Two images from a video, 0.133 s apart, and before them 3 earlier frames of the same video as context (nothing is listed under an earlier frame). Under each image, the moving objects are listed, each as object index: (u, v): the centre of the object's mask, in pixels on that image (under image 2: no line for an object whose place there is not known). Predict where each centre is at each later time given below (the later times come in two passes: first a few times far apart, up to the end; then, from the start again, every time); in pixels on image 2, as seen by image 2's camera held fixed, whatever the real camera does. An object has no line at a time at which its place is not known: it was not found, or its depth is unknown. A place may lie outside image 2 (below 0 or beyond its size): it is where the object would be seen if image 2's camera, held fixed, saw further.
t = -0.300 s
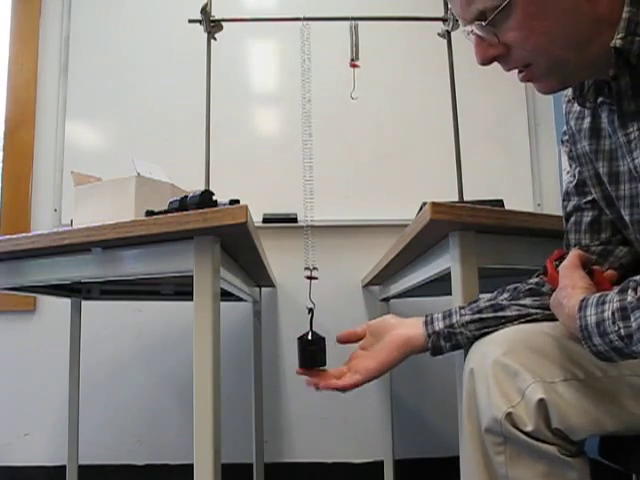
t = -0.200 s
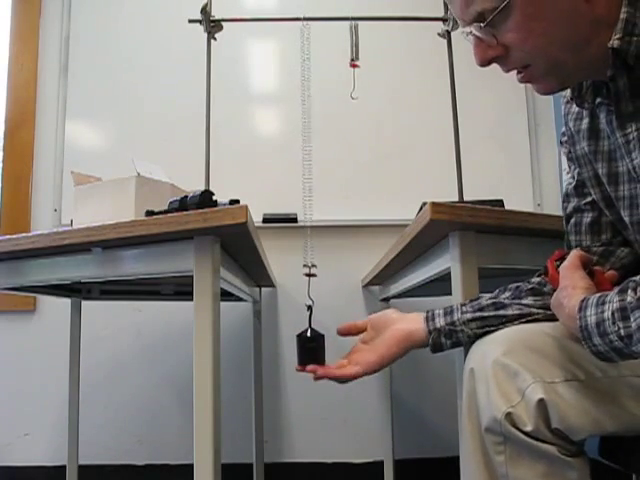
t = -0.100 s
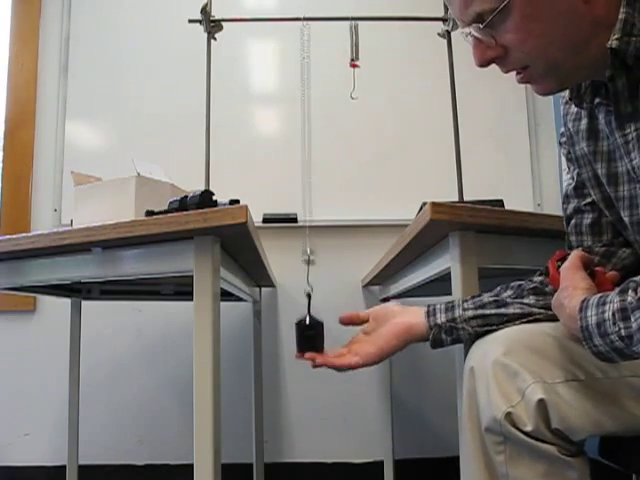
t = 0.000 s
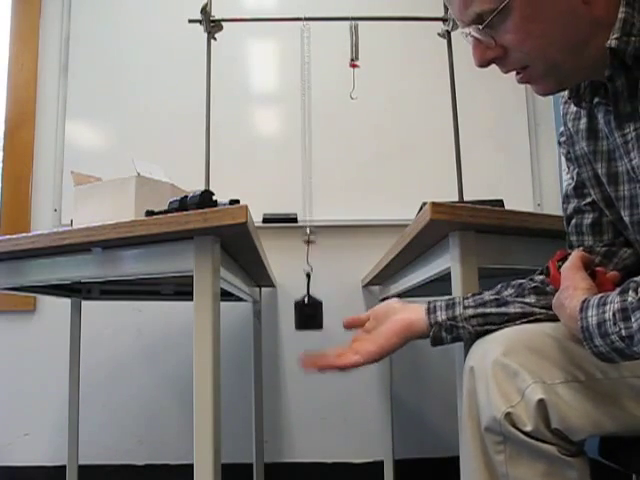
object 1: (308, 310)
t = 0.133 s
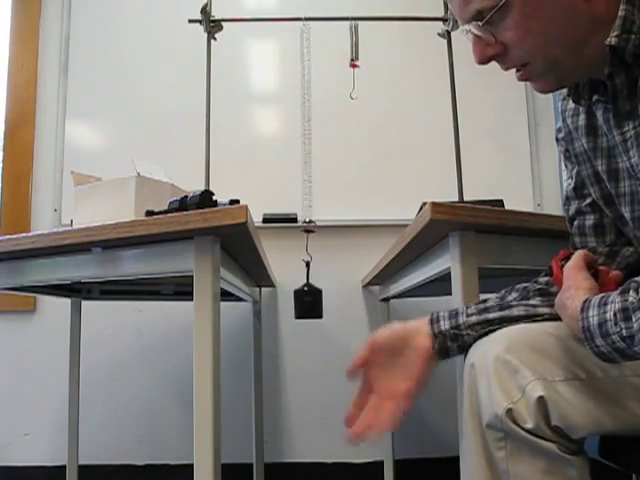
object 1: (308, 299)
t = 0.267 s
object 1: (309, 311)
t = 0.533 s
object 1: (313, 372)
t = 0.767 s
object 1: (315, 392)
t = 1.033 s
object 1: (312, 339)
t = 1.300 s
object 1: (309, 298)
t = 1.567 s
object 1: (309, 336)
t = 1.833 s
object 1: (312, 391)
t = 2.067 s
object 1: (314, 374)
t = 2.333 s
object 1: (313, 312)
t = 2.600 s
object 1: (311, 307)
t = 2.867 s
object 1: (309, 366)
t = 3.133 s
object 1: (310, 391)
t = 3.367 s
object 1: (312, 344)
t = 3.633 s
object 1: (313, 299)
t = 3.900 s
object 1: (313, 330)
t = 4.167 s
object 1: (311, 388)
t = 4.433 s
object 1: (309, 372)
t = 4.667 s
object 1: (309, 317)
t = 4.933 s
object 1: (312, 306)
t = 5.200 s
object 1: (315, 363)
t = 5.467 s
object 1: (313, 392)
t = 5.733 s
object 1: (309, 340)
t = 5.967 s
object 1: (308, 300)
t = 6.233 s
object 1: (311, 327)
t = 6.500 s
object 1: (315, 385)
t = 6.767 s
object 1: (315, 373)
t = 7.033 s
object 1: (310, 313)
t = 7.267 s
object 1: (308, 303)
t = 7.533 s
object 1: (309, 357)
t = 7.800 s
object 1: (314, 391)
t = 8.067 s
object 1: (315, 345)
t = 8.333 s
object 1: (312, 300)
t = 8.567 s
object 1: (310, 322)
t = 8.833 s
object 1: (309, 383)
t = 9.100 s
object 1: (311, 378)
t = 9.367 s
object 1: (313, 316)
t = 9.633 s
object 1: (314, 305)
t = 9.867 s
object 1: (313, 352)
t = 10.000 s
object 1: (311, 380)
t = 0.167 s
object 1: (308, 299)
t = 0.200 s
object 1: (308, 302)
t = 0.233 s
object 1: (308, 306)
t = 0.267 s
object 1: (309, 311)
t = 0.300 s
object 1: (309, 317)
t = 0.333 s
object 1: (309, 324)
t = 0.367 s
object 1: (310, 332)
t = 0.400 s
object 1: (310, 340)
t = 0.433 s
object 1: (311, 348)
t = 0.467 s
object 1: (311, 357)
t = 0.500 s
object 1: (312, 365)
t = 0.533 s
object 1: (313, 372)
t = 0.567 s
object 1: (313, 379)
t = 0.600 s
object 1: (314, 384)
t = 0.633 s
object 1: (314, 389)
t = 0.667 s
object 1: (314, 392)
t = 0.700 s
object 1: (314, 394)
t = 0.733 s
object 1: (315, 394)
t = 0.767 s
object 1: (315, 392)
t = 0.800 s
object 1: (315, 389)
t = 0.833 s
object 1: (314, 384)
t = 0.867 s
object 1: (314, 379)
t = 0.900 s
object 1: (314, 372)
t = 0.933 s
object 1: (313, 364)
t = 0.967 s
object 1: (313, 356)
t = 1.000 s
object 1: (313, 347)
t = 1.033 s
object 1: (312, 339)
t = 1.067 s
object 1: (312, 331)
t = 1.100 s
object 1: (311, 323)
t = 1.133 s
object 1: (311, 316)
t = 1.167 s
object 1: (310, 310)
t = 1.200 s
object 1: (310, 305)
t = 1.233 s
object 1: (309, 301)
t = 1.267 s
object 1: (309, 299)
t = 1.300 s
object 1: (309, 298)
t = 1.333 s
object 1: (308, 298)
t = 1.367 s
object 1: (308, 300)
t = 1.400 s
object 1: (308, 304)
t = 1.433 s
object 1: (308, 308)
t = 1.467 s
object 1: (308, 313)
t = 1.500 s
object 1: (308, 320)
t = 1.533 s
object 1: (308, 328)
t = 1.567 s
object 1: (309, 336)
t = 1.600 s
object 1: (309, 344)
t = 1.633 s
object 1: (309, 353)
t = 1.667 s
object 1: (309, 361)
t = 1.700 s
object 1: (310, 369)
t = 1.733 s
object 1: (310, 376)
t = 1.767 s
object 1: (311, 382)
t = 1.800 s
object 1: (311, 387)
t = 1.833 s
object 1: (312, 391)
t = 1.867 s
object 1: (312, 392)
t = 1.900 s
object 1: (313, 393)
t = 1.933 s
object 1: (313, 391)
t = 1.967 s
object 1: (313, 389)
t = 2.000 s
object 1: (314, 386)
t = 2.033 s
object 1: (314, 380)
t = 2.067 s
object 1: (314, 374)
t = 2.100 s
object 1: (314, 366)
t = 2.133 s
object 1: (314, 358)
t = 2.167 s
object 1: (314, 350)
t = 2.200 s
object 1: (314, 341)
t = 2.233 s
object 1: (314, 333)
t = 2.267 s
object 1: (313, 325)
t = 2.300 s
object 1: (313, 318)
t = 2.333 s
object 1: (313, 312)
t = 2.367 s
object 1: (313, 307)
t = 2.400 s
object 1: (312, 303)
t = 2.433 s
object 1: (312, 300)
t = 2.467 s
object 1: (312, 299)
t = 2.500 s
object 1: (312, 298)
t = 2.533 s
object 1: (311, 300)
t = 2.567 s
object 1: (311, 303)
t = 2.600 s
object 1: (311, 307)
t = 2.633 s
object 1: (310, 312)
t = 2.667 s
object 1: (310, 318)
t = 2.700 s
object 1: (310, 326)
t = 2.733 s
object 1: (310, 334)
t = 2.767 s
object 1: (309, 342)
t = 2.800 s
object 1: (309, 351)
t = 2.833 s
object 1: (309, 359)
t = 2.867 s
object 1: (309, 366)
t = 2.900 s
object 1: (309, 373)
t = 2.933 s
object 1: (310, 380)
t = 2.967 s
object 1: (310, 385)
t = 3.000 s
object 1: (310, 389)
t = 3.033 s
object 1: (310, 392)
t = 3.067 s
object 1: (310, 393)
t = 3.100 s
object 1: (310, 392)
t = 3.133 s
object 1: (310, 391)
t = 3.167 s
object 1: (311, 387)
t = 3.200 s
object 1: (311, 382)
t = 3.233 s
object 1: (311, 375)
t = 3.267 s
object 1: (311, 368)
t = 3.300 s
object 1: (311, 361)
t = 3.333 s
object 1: (312, 352)
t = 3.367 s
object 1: (312, 344)
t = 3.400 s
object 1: (312, 335)
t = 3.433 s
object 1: (312, 327)
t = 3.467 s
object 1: (312, 320)
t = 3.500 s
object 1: (313, 313)
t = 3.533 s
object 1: (313, 308)
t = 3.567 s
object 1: (313, 304)
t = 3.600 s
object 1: (313, 300)
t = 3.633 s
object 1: (313, 299)
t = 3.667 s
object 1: (313, 298)
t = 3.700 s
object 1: (313, 300)
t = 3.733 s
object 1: (313, 302)
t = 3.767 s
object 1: (313, 306)
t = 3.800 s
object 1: (313, 311)
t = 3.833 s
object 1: (313, 316)
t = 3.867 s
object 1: (313, 323)
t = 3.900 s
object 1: (313, 330)
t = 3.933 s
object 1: (313, 339)
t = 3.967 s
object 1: (313, 347)
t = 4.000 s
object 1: (312, 355)
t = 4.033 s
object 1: (312, 364)
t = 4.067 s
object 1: (312, 372)
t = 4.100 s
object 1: (312, 379)
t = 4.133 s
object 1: (311, 384)
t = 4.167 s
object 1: (311, 388)
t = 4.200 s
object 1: (311, 391)
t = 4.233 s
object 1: (311, 393)
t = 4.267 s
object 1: (310, 393)
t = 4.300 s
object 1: (310, 392)
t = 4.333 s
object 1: (310, 388)
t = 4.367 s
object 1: (310, 384)
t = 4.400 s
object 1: (309, 379)
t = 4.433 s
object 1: (309, 372)
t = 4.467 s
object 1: (309, 365)
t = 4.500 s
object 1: (309, 357)
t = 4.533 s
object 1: (309, 348)
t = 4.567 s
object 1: (309, 340)
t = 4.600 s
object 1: (309, 332)
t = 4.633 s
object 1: (309, 324)
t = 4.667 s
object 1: (309, 317)
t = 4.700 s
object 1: (310, 311)
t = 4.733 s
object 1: (310, 306)
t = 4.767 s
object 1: (310, 302)
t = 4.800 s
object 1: (311, 300)
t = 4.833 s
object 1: (311, 299)
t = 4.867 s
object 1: (311, 300)
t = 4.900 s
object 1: (312, 302)
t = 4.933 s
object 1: (312, 306)
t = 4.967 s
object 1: (313, 311)
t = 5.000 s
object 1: (313, 316)
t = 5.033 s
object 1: (313, 323)
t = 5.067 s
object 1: (314, 331)
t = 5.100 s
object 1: (314, 339)
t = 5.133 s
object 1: (314, 347)
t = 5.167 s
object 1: (315, 356)
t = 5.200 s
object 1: (315, 363)
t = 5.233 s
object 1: (315, 371)
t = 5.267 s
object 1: (315, 378)
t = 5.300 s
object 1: (315, 383)
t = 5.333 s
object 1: (314, 388)
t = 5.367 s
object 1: (314, 391)
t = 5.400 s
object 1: (314, 393)
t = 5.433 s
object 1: (313, 393)
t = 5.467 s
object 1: (313, 392)
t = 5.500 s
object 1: (313, 389)
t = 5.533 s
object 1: (312, 385)
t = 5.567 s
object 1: (311, 379)
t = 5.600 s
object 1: (311, 373)
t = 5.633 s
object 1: (310, 365)
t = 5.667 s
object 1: (310, 357)
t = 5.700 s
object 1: (309, 349)
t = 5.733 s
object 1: (309, 340)
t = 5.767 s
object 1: (308, 332)
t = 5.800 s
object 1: (308, 324)
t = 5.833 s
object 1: (308, 317)
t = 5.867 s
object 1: (308, 312)
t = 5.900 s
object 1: (308, 306)
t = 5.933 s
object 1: (308, 303)
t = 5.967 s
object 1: (308, 300)
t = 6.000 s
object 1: (308, 298)
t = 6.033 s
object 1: (308, 299)
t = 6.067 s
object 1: (308, 300)
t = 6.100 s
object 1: (309, 304)
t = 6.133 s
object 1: (309, 308)
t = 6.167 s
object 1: (310, 313)
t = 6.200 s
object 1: (310, 320)
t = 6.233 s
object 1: (311, 327)
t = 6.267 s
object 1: (312, 335)
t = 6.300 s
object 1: (312, 343)
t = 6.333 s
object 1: (313, 351)
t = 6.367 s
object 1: (313, 359)
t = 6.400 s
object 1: (314, 367)
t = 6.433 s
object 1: (314, 374)
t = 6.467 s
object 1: (315, 381)
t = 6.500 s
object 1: (315, 385)
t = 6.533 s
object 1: (316, 389)
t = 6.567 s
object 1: (316, 391)
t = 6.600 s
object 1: (316, 392)
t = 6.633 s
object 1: (316, 391)
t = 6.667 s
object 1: (315, 388)
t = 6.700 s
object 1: (315, 385)
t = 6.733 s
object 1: (315, 380)
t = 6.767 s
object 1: (315, 373)
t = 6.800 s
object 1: (314, 366)
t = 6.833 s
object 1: (313, 358)
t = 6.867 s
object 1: (313, 350)
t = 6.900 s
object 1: (312, 342)
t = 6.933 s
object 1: (312, 334)
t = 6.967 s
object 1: (311, 326)
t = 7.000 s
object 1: (311, 319)
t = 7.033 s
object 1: (310, 313)
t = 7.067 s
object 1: (310, 308)
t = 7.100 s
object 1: (309, 304)
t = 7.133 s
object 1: (309, 301)
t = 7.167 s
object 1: (308, 299)
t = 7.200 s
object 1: (308, 299)
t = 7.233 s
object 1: (308, 300)
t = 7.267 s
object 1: (308, 303)
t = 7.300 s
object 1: (308, 307)
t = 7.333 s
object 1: (308, 312)
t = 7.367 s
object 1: (308, 318)
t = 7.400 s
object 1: (308, 325)
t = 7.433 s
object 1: (308, 332)
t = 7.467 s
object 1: (308, 341)
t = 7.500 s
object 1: (309, 349)
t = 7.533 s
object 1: (309, 357)
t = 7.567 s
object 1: (310, 365)
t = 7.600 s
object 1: (310, 372)
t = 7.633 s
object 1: (311, 379)
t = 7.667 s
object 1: (312, 384)
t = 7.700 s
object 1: (312, 389)
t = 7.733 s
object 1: (313, 391)
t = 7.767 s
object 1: (313, 392)
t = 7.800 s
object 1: (314, 391)
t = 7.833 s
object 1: (314, 389)
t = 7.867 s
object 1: (314, 386)
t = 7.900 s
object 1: (315, 381)
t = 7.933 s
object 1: (315, 375)
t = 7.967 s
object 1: (315, 368)
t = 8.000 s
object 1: (315, 361)
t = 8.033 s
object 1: (315, 353)
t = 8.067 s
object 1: (315, 345)
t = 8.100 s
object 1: (315, 336)
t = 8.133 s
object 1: (314, 328)
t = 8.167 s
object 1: (314, 321)
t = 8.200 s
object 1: (314, 314)
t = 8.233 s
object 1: (313, 309)
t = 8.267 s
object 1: (313, 305)
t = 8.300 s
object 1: (313, 302)
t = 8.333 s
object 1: (312, 300)
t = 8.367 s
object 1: (312, 299)
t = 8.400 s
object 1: (311, 300)
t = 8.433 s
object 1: (311, 302)
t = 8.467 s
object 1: (311, 305)
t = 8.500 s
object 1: (310, 310)
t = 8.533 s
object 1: (310, 316)
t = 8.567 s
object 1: (310, 322)
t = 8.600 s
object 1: (309, 330)
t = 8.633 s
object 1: (309, 338)
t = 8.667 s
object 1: (309, 347)
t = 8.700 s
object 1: (309, 355)
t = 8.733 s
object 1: (309, 363)
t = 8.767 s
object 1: (309, 370)
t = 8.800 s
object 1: (309, 377)
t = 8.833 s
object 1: (309, 383)
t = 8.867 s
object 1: (309, 388)
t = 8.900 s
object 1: (310, 390)
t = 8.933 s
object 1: (310, 392)
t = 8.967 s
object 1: (310, 392)
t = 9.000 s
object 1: (310, 391)
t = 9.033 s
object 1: (310, 388)
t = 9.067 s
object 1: (311, 383)
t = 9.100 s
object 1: (311, 378)
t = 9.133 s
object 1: (311, 371)
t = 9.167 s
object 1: (312, 363)
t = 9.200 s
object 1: (312, 355)
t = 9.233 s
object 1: (312, 347)
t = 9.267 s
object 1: (313, 338)
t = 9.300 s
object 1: (313, 330)
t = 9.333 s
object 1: (313, 323)
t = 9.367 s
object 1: (313, 316)
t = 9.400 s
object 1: (314, 310)
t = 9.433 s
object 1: (314, 306)
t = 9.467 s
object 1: (314, 302)
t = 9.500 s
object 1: (314, 300)
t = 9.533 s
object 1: (314, 299)
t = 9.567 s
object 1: (314, 300)
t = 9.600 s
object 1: (314, 301)
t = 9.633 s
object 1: (314, 305)
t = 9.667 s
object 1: (314, 309)
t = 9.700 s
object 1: (314, 314)
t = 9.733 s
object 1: (314, 320)
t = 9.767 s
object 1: (313, 327)
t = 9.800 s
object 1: (313, 335)
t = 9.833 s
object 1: (313, 343)
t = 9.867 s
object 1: (313, 352)
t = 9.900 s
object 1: (312, 359)
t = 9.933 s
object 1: (312, 367)
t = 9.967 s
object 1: (312, 374)
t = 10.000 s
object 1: (311, 380)
